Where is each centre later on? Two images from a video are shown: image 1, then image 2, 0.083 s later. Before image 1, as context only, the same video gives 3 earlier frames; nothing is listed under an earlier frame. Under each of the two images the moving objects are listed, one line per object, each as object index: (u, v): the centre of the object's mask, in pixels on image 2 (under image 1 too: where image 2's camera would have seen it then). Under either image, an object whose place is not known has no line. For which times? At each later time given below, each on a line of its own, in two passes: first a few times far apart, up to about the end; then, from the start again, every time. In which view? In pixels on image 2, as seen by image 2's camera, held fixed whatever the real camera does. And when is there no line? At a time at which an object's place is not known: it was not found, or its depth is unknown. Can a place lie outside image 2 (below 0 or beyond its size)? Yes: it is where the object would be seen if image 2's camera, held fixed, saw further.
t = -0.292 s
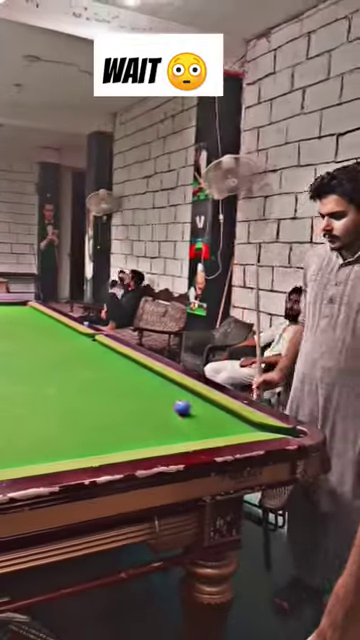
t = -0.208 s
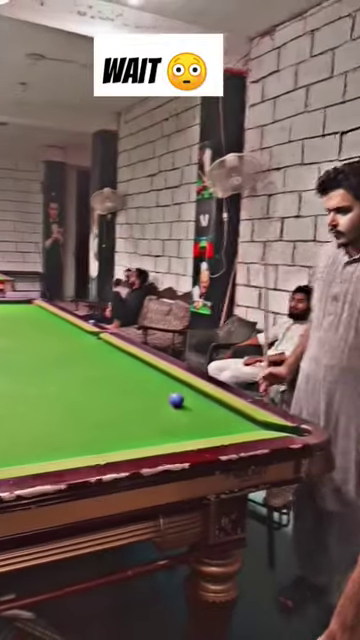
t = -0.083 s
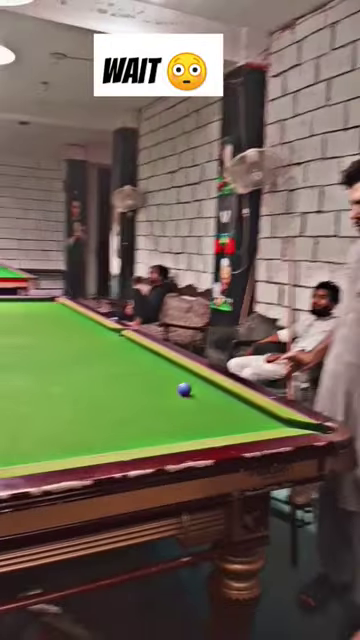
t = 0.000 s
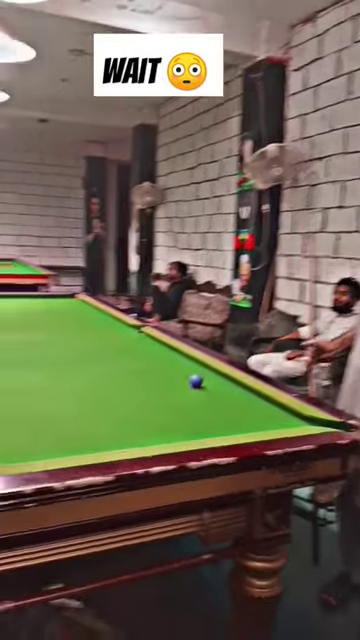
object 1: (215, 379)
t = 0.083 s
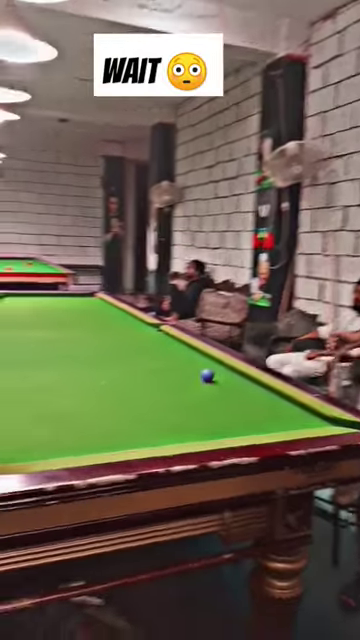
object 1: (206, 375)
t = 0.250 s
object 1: (192, 367)
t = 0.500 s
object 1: (172, 358)
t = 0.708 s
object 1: (159, 351)
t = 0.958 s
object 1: (145, 343)
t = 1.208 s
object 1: (133, 337)
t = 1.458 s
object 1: (123, 331)
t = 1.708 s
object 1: (115, 326)
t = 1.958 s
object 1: (108, 322)
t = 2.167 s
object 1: (102, 320)
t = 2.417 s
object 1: (97, 317)
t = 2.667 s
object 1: (93, 314)
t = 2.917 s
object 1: (88, 312)
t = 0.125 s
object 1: (203, 373)
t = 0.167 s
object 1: (199, 371)
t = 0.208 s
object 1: (195, 369)
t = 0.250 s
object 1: (192, 367)
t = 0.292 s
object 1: (188, 366)
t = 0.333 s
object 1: (185, 364)
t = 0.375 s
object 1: (182, 362)
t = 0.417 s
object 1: (179, 361)
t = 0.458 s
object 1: (175, 359)
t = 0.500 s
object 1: (172, 358)
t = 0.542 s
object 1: (170, 356)
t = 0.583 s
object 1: (167, 355)
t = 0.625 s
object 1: (164, 353)
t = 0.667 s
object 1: (162, 352)
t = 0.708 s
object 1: (159, 351)
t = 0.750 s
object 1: (157, 350)
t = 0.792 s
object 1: (155, 348)
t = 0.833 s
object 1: (152, 347)
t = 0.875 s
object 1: (150, 345)
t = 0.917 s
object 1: (148, 344)
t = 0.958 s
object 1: (145, 343)
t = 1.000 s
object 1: (143, 342)
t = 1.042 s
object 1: (141, 341)
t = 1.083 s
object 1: (139, 339)
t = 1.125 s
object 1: (137, 339)
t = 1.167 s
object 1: (135, 337)
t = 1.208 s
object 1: (133, 337)
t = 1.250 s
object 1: (132, 336)
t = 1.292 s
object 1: (130, 335)
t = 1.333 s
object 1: (128, 334)
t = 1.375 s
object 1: (127, 333)
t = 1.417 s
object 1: (125, 332)
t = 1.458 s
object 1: (123, 331)
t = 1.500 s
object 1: (122, 330)
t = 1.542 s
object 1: (121, 329)
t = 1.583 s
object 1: (119, 328)
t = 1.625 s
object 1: (118, 328)
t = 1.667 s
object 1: (116, 327)
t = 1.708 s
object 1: (115, 326)
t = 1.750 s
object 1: (114, 326)
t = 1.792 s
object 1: (113, 325)
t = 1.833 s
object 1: (111, 324)
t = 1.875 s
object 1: (110, 324)
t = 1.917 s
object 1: (109, 323)
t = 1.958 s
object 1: (108, 322)
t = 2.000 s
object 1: (107, 322)
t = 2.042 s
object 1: (105, 321)
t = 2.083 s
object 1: (104, 321)
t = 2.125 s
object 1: (103, 320)
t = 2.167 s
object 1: (102, 320)
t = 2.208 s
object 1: (101, 319)
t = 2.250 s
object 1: (100, 319)
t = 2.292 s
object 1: (99, 318)
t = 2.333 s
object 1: (98, 318)
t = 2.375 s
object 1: (98, 317)
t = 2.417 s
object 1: (97, 317)
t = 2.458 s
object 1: (96, 316)
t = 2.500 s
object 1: (95, 316)
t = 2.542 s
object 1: (94, 316)
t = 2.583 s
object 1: (93, 315)
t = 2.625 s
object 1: (93, 314)
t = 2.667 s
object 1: (93, 314)
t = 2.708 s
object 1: (91, 313)
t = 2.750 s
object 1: (91, 313)
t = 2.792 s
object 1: (90, 313)
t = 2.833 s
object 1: (89, 313)
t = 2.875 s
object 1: (89, 312)
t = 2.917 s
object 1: (88, 312)
